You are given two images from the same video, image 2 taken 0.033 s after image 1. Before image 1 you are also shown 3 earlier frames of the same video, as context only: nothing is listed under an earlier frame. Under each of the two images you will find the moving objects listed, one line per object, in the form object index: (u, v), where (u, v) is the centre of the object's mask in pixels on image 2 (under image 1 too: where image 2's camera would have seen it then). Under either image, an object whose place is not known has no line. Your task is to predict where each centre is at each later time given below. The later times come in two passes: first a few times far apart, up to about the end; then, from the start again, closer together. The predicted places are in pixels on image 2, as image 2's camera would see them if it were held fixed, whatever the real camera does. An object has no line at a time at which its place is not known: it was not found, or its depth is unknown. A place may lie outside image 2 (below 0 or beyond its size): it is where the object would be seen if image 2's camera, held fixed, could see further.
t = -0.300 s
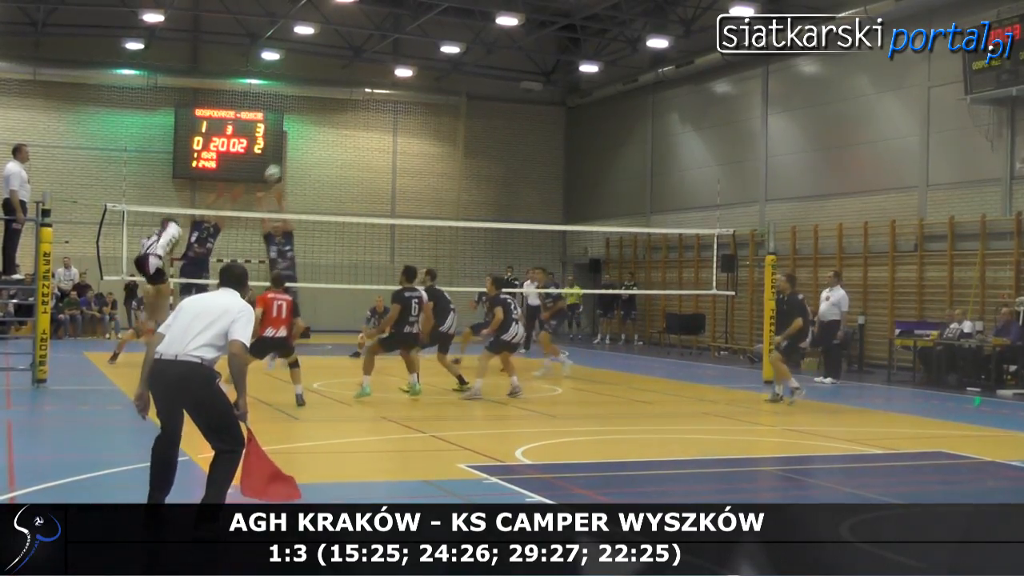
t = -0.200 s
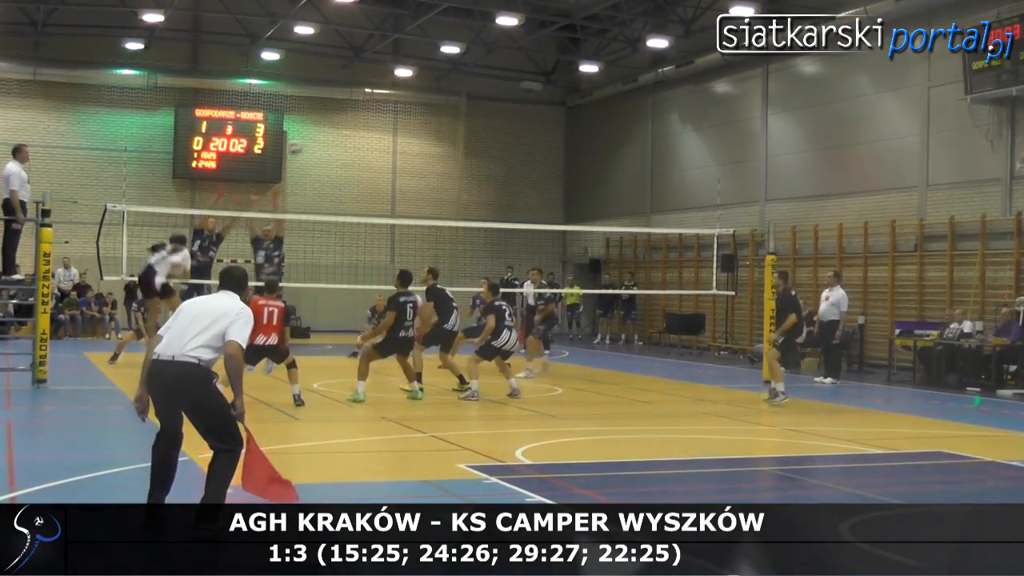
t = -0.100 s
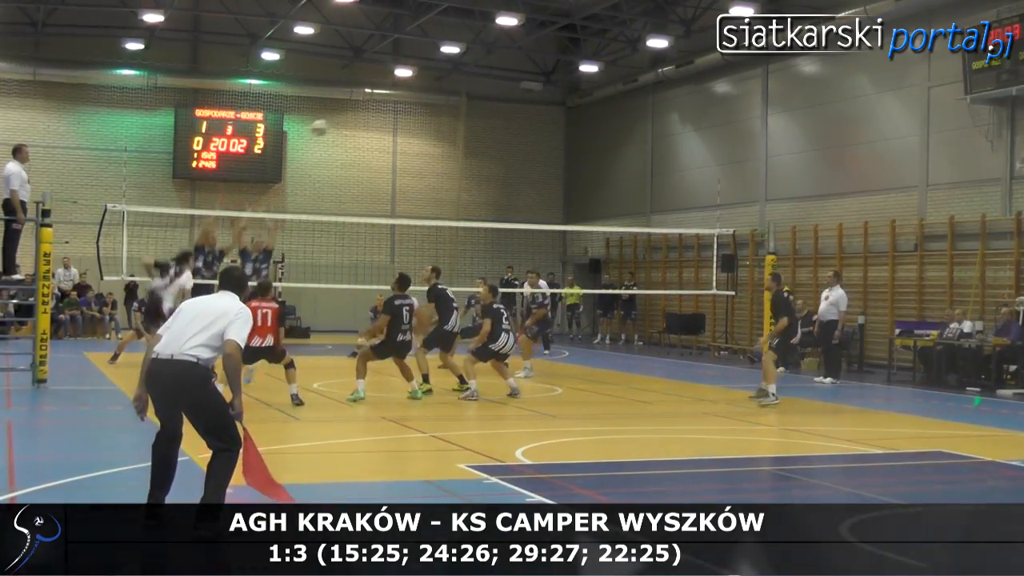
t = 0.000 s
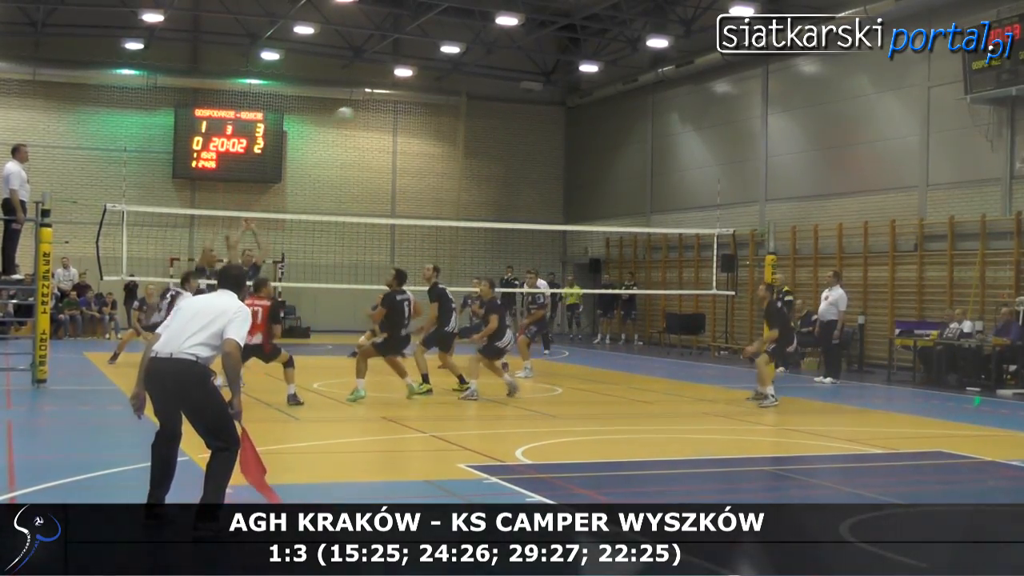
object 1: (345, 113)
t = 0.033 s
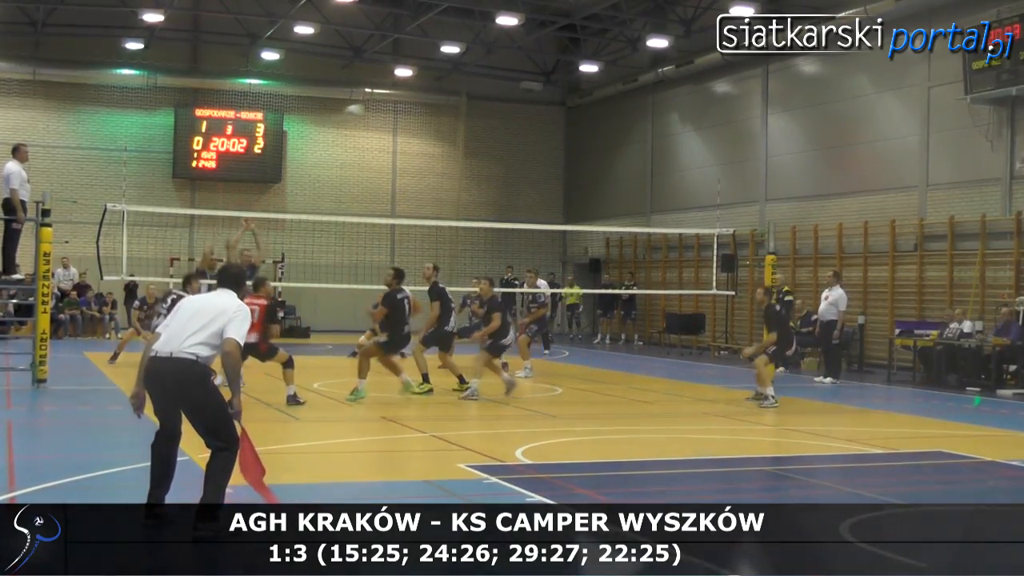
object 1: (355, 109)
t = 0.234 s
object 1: (413, 117)
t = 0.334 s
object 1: (446, 134)
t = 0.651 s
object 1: (561, 268)
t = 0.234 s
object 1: (413, 117)
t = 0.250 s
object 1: (419, 120)
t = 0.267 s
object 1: (423, 122)
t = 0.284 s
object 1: (428, 123)
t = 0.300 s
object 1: (435, 126)
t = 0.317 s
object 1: (442, 130)
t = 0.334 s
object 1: (446, 134)
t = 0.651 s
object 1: (561, 268)
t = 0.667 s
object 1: (567, 275)
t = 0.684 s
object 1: (573, 288)
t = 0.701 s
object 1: (582, 306)
